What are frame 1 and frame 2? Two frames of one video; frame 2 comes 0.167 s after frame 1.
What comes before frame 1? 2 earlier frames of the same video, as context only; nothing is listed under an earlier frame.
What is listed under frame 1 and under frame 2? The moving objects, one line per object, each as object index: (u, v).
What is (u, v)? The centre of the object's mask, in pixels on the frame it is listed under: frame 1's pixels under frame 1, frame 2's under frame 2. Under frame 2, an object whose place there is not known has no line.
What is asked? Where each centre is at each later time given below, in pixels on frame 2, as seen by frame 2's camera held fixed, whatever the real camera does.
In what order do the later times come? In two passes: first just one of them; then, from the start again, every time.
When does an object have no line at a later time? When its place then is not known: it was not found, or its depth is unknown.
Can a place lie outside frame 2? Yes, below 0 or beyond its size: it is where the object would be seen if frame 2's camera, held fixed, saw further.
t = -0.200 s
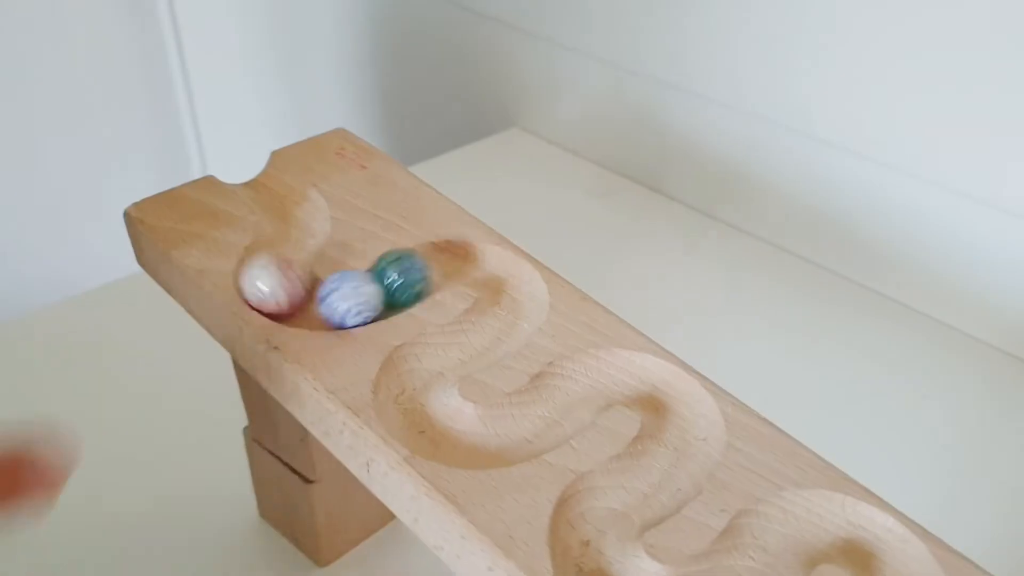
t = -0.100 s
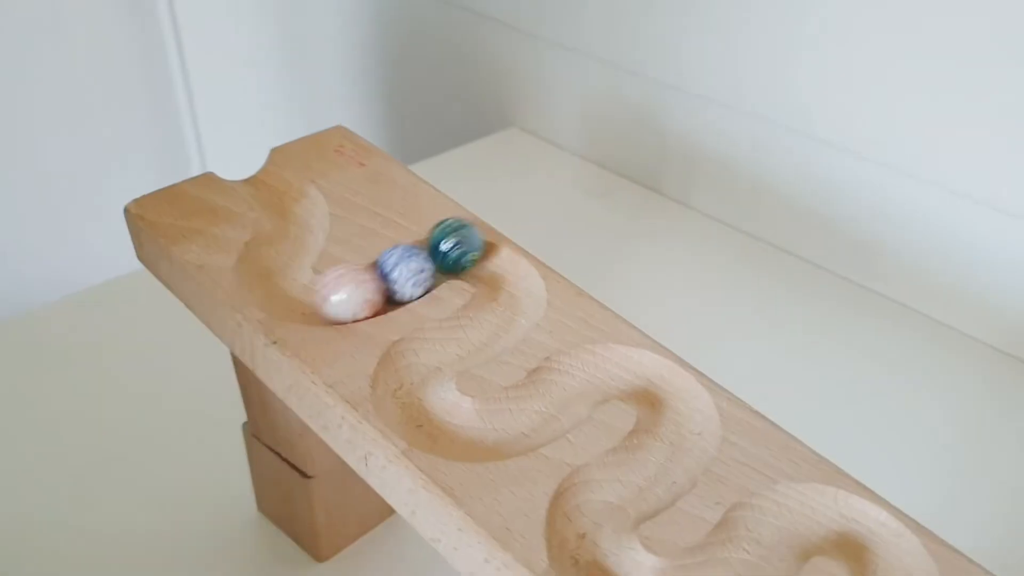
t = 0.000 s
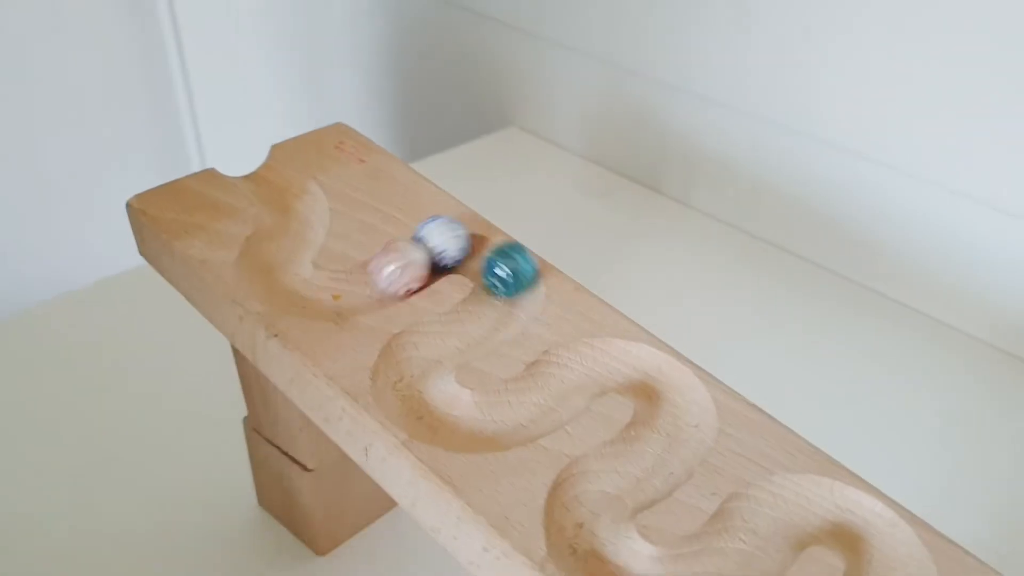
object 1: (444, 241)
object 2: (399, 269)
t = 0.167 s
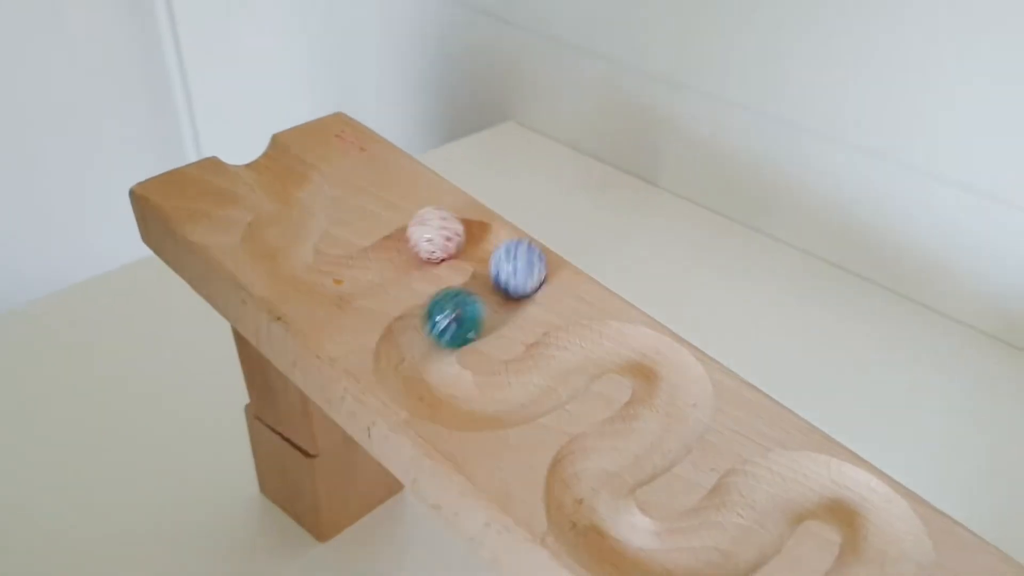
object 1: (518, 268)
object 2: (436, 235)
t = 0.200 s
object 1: (506, 285)
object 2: (444, 234)
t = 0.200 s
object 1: (506, 285)
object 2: (444, 234)
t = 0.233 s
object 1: (486, 299)
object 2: (452, 231)
